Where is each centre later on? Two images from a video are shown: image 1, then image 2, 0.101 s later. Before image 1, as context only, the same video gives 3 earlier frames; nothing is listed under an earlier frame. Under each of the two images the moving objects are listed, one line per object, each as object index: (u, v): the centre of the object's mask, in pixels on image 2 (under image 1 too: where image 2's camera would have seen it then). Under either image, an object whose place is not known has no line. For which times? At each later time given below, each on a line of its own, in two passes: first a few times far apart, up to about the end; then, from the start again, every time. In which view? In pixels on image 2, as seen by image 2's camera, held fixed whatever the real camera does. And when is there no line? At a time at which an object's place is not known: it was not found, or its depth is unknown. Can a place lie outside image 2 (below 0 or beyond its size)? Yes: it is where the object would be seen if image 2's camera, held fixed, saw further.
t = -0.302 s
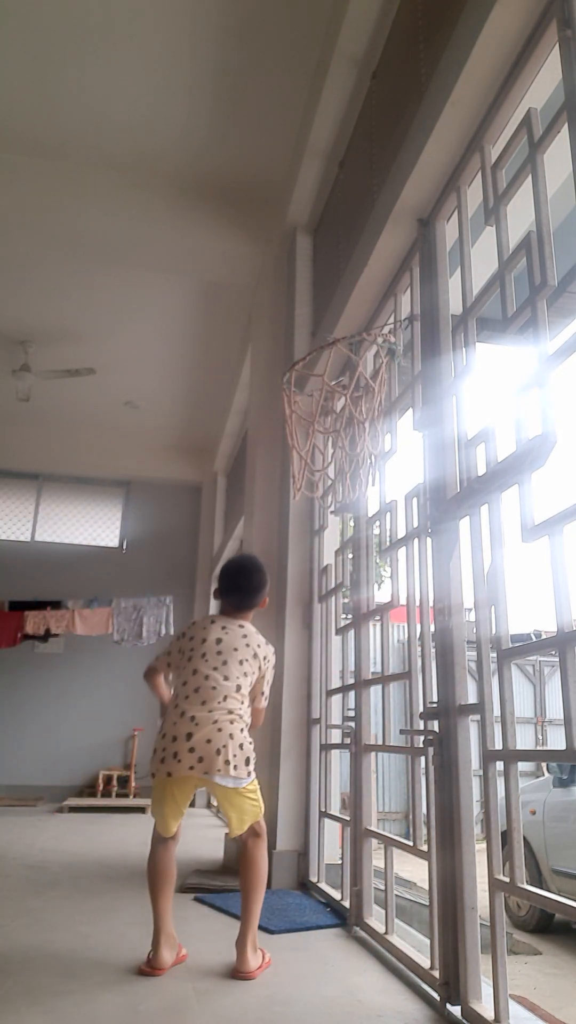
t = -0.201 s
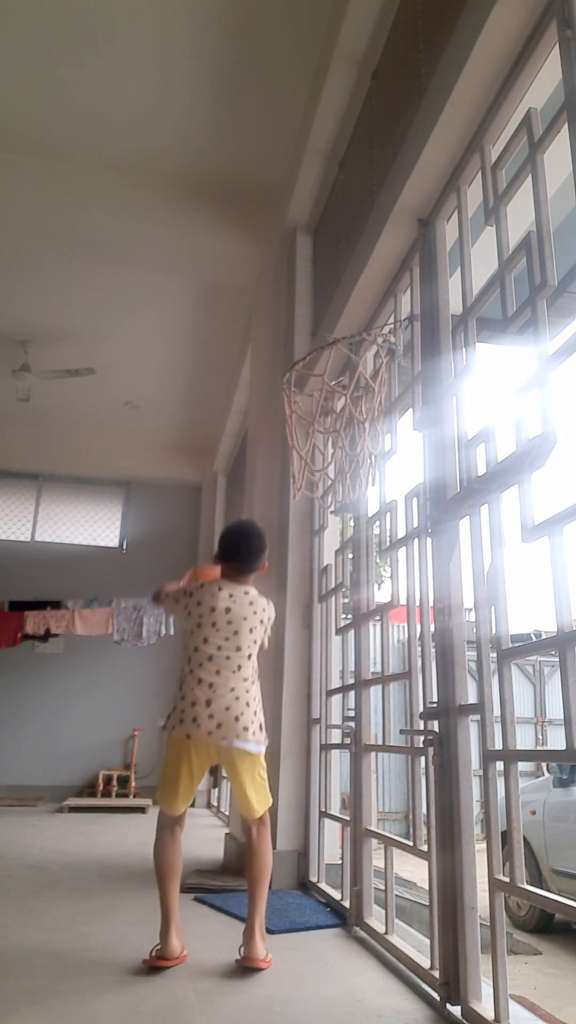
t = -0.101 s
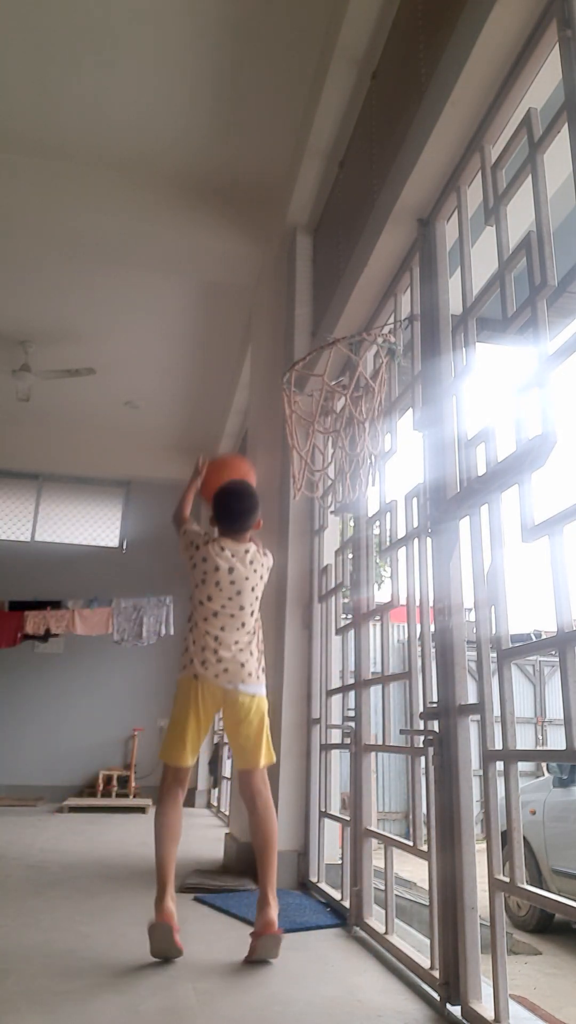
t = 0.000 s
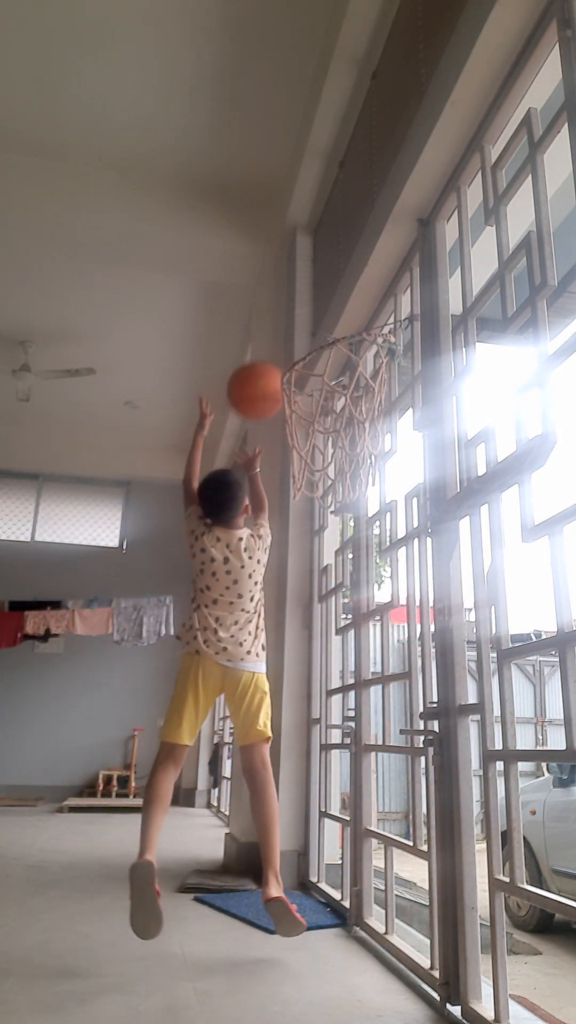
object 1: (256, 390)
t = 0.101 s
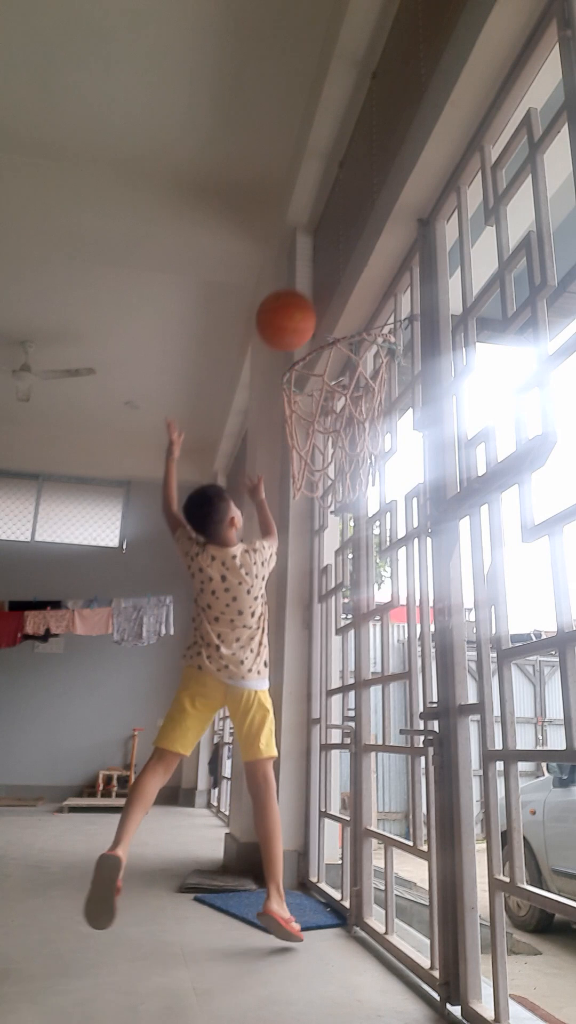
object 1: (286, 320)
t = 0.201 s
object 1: (316, 271)
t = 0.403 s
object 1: (313, 243)
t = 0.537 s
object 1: (291, 284)
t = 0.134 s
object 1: (296, 302)
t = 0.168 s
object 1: (306, 285)
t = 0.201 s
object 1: (316, 271)
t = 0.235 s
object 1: (327, 260)
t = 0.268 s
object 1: (331, 251)
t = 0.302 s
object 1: (326, 245)
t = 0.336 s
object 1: (322, 242)
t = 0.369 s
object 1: (317, 241)
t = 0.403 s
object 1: (313, 243)
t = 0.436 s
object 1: (308, 249)
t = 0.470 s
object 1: (303, 257)
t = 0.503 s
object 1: (297, 269)
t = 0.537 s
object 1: (291, 284)
